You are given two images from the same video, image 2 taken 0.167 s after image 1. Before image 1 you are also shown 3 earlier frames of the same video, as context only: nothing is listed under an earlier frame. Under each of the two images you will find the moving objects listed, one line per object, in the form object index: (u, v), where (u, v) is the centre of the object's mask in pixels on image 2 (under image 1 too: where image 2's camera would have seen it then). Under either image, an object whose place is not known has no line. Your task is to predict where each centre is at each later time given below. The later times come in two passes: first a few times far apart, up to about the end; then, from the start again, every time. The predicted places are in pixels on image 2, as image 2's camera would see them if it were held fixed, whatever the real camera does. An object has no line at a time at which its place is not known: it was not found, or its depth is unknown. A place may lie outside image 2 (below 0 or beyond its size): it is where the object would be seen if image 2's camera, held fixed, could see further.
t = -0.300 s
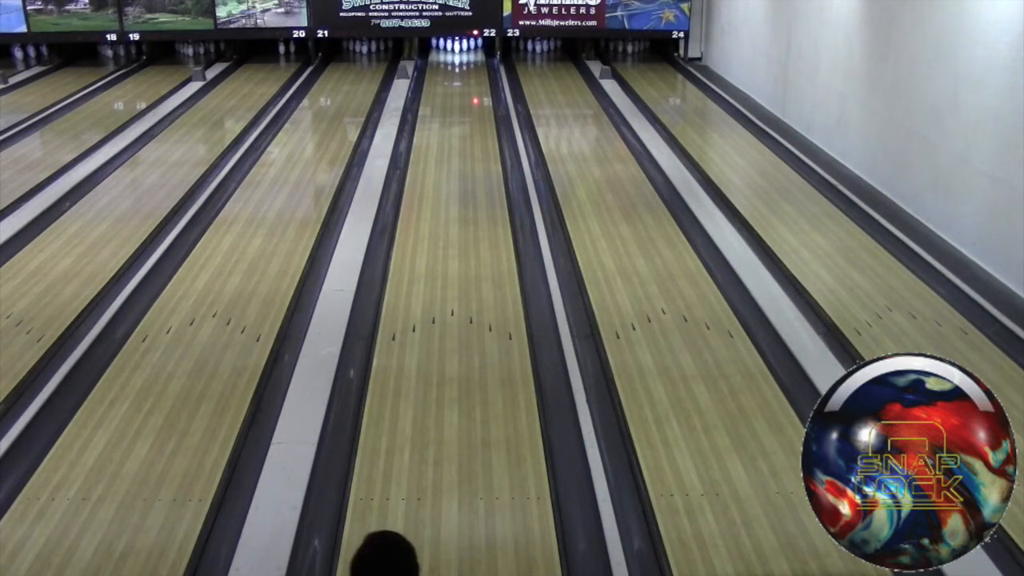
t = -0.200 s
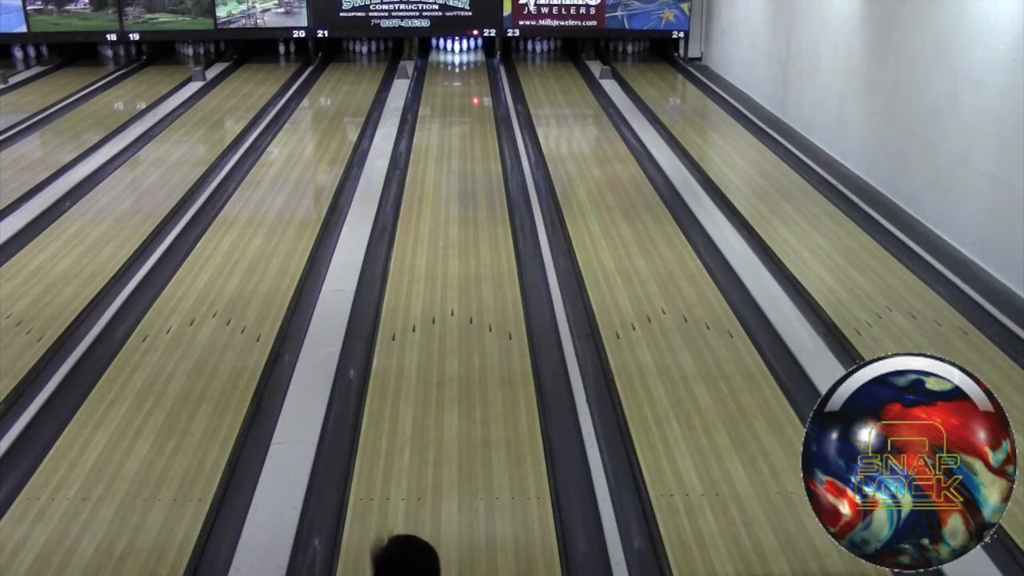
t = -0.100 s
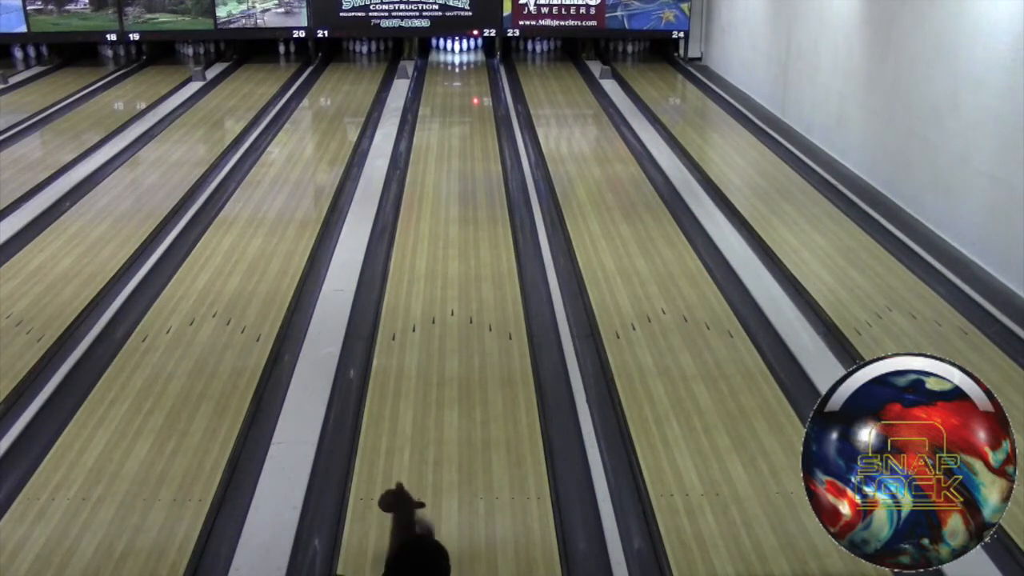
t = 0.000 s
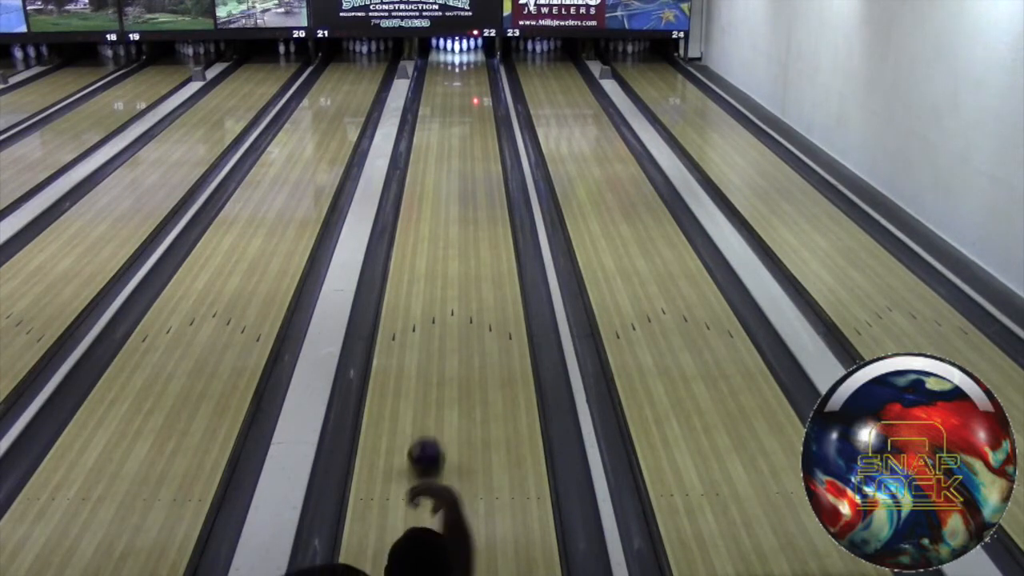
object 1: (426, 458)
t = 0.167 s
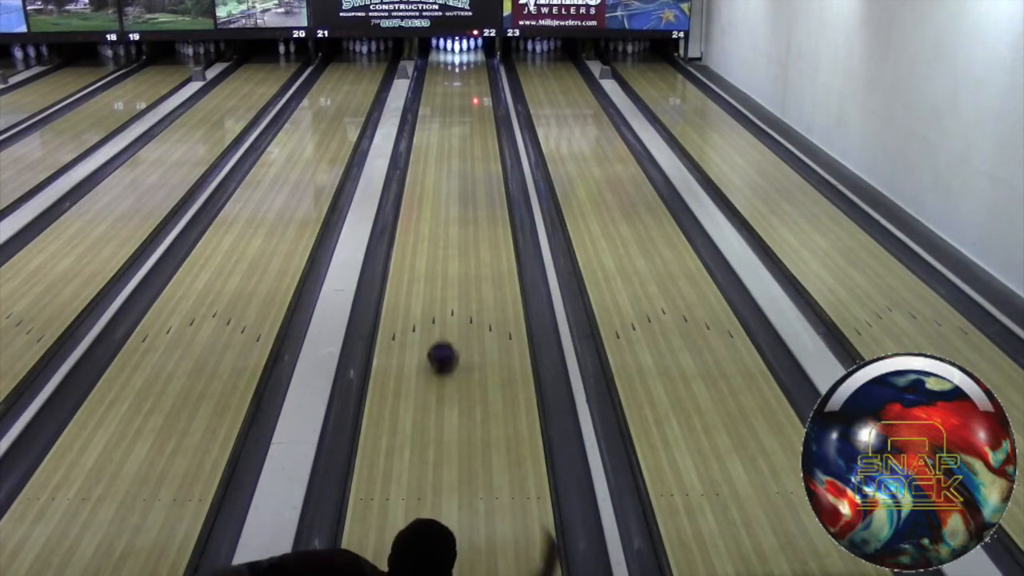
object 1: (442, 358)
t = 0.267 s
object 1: (450, 312)
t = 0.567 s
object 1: (465, 218)
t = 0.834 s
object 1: (473, 164)
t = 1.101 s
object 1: (478, 126)
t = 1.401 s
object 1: (479, 94)
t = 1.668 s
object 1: (475, 73)
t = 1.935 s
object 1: (466, 58)
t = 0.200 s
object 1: (446, 341)
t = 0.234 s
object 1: (448, 326)
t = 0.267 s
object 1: (450, 312)
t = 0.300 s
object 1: (452, 299)
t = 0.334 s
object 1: (454, 287)
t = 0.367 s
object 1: (456, 276)
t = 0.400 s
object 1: (458, 265)
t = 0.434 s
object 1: (460, 254)
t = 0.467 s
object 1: (461, 245)
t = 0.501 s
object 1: (463, 236)
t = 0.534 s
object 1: (464, 227)
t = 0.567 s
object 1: (465, 218)
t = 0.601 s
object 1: (466, 210)
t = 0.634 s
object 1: (468, 203)
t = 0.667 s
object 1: (469, 196)
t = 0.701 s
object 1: (469, 189)
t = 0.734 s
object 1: (471, 182)
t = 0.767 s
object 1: (471, 176)
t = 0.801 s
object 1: (472, 170)
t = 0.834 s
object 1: (473, 164)
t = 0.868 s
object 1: (473, 159)
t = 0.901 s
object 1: (474, 154)
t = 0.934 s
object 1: (475, 149)
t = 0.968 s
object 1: (476, 144)
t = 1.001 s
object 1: (476, 139)
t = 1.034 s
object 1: (477, 134)
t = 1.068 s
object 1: (477, 130)
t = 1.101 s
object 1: (478, 126)
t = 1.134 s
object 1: (478, 122)
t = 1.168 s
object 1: (478, 118)
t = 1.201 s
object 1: (479, 114)
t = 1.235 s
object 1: (479, 110)
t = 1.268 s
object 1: (479, 106)
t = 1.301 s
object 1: (479, 103)
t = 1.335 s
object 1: (479, 100)
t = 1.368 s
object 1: (479, 97)
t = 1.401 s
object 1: (479, 94)
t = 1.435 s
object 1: (479, 92)
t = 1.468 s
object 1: (478, 89)
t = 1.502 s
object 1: (479, 87)
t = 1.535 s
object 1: (478, 84)
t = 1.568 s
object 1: (477, 81)
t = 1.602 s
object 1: (477, 79)
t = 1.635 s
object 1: (476, 77)
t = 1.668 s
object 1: (475, 73)
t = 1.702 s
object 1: (474, 72)
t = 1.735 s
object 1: (473, 70)
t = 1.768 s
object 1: (471, 68)
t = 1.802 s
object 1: (471, 66)
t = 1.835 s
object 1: (470, 63)
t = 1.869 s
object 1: (469, 62)
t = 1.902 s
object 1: (467, 60)
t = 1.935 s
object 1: (466, 58)
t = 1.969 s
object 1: (465, 56)
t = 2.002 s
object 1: (464, 55)
